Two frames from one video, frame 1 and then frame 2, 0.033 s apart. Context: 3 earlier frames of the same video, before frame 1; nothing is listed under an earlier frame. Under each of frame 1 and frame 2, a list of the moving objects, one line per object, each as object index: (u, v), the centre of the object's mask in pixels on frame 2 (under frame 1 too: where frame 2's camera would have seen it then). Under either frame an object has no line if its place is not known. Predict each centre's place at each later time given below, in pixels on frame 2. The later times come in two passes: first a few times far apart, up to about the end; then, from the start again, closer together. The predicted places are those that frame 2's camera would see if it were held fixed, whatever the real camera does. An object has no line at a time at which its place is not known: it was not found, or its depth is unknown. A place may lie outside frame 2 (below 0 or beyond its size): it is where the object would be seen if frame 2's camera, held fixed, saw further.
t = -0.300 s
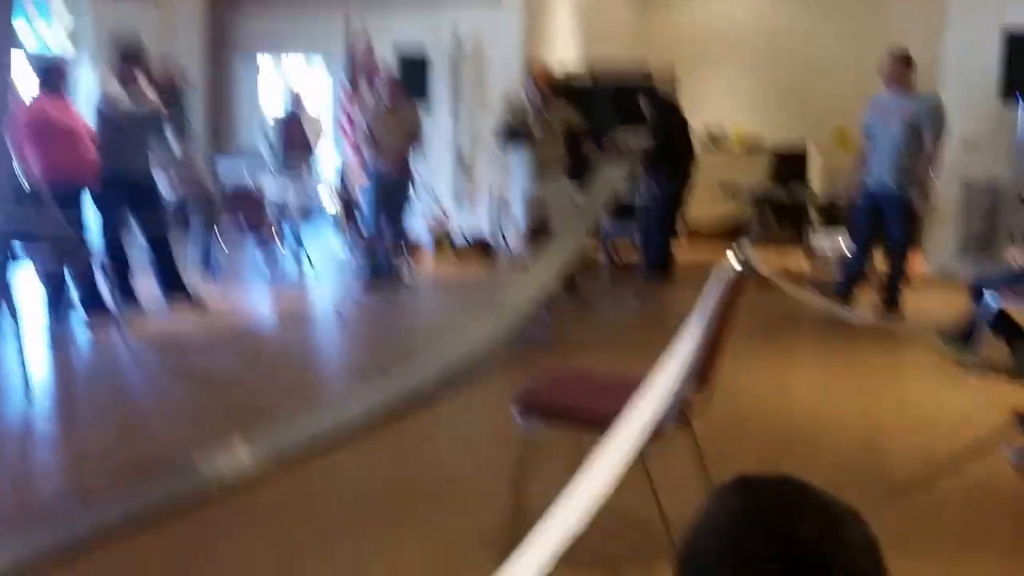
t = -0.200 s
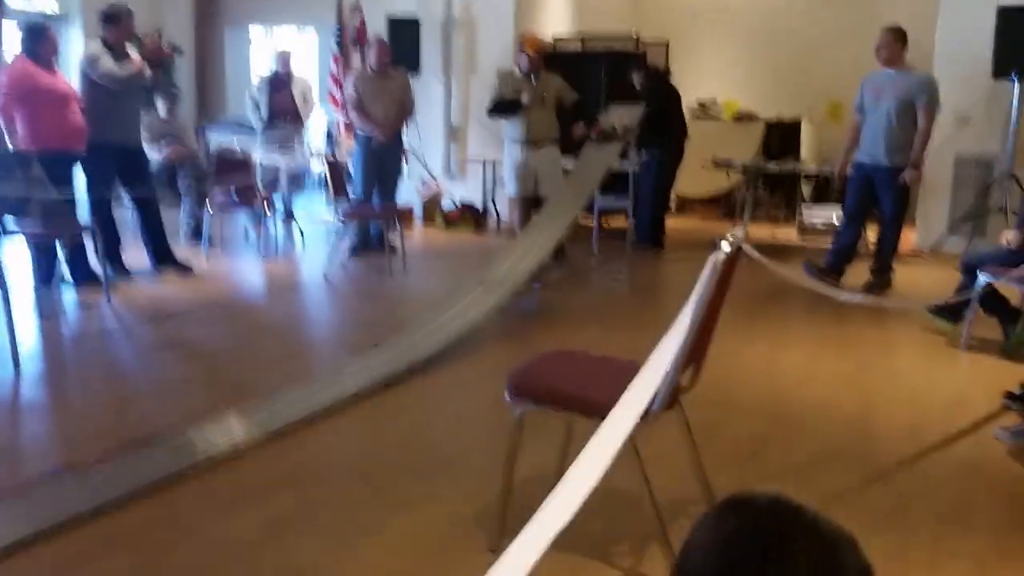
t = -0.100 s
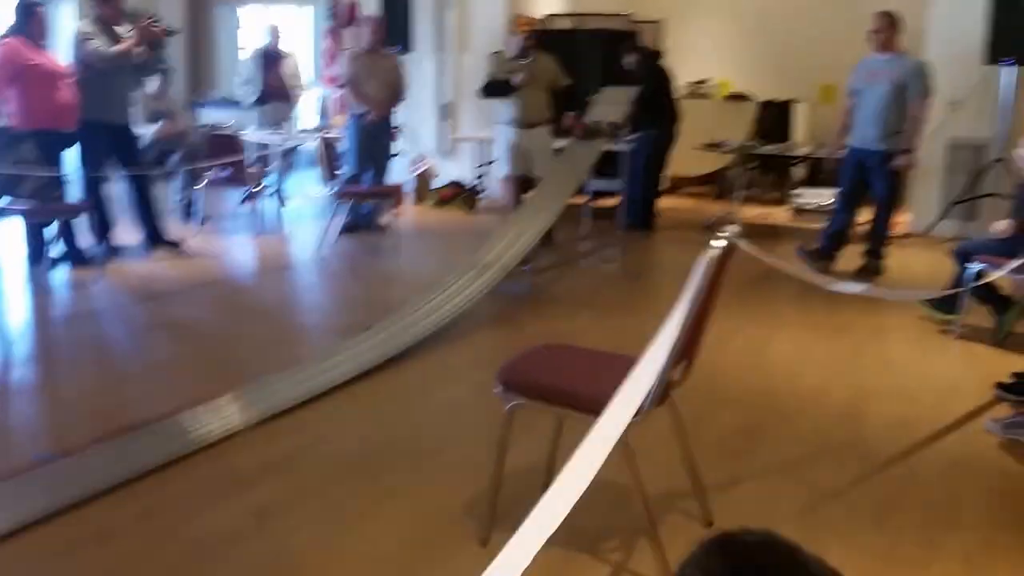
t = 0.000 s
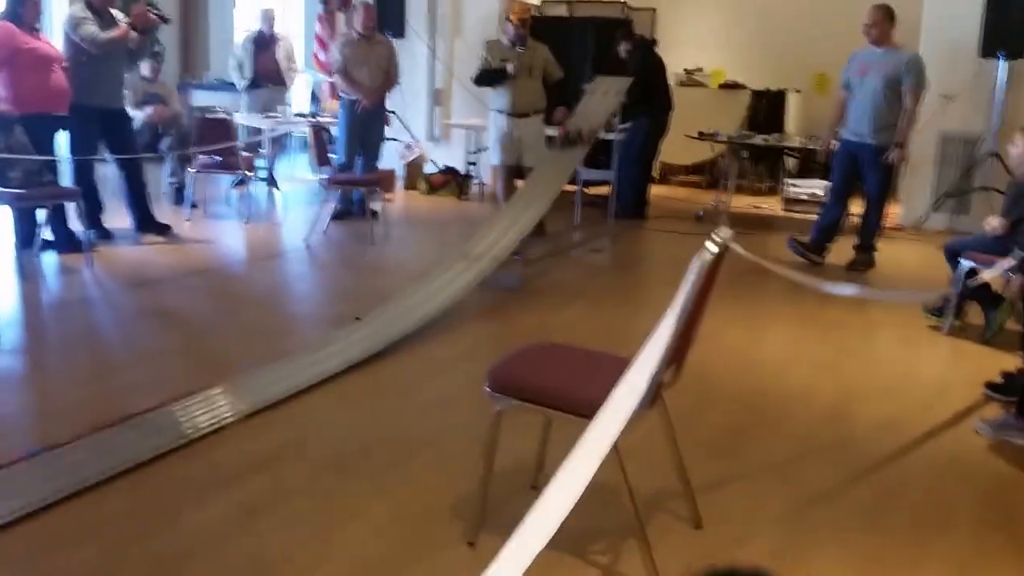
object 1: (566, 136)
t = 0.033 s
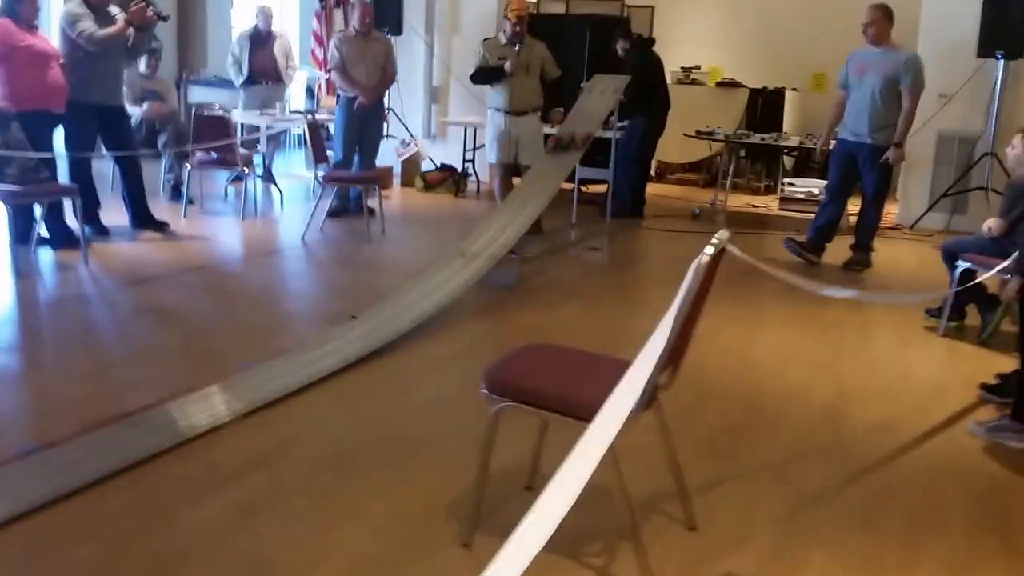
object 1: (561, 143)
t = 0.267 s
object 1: (510, 200)
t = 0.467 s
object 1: (450, 259)
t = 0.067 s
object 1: (555, 150)
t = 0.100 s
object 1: (550, 158)
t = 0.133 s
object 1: (545, 165)
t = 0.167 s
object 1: (539, 173)
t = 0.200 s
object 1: (534, 181)
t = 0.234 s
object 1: (527, 190)
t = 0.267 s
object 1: (510, 200)
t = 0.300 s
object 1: (501, 210)
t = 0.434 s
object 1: (460, 249)
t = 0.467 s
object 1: (450, 259)
